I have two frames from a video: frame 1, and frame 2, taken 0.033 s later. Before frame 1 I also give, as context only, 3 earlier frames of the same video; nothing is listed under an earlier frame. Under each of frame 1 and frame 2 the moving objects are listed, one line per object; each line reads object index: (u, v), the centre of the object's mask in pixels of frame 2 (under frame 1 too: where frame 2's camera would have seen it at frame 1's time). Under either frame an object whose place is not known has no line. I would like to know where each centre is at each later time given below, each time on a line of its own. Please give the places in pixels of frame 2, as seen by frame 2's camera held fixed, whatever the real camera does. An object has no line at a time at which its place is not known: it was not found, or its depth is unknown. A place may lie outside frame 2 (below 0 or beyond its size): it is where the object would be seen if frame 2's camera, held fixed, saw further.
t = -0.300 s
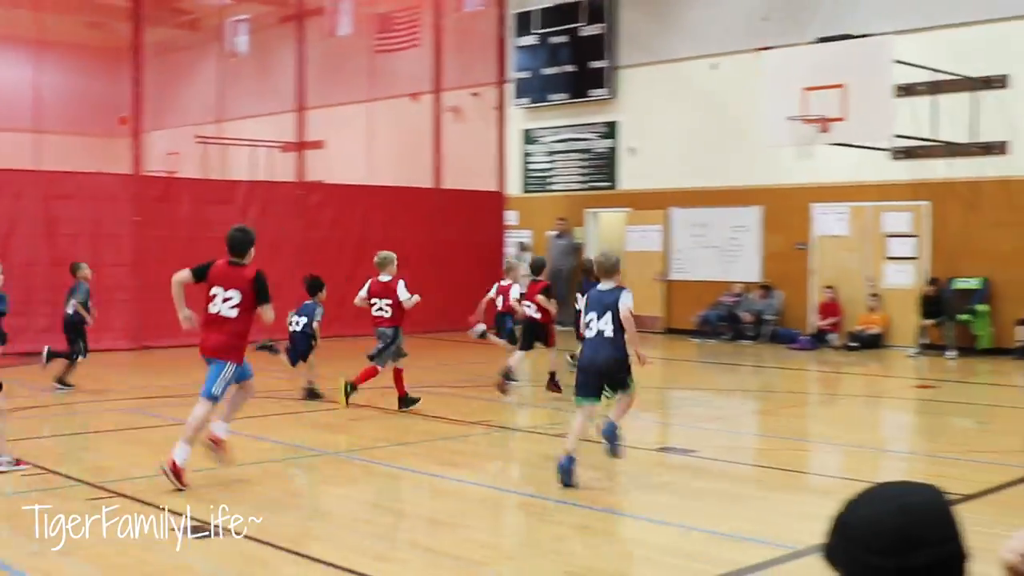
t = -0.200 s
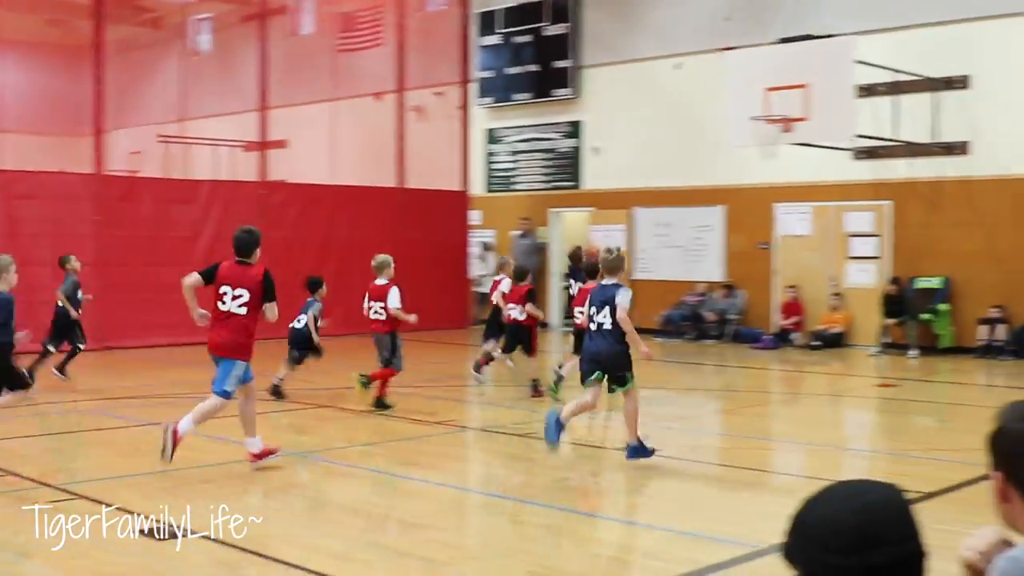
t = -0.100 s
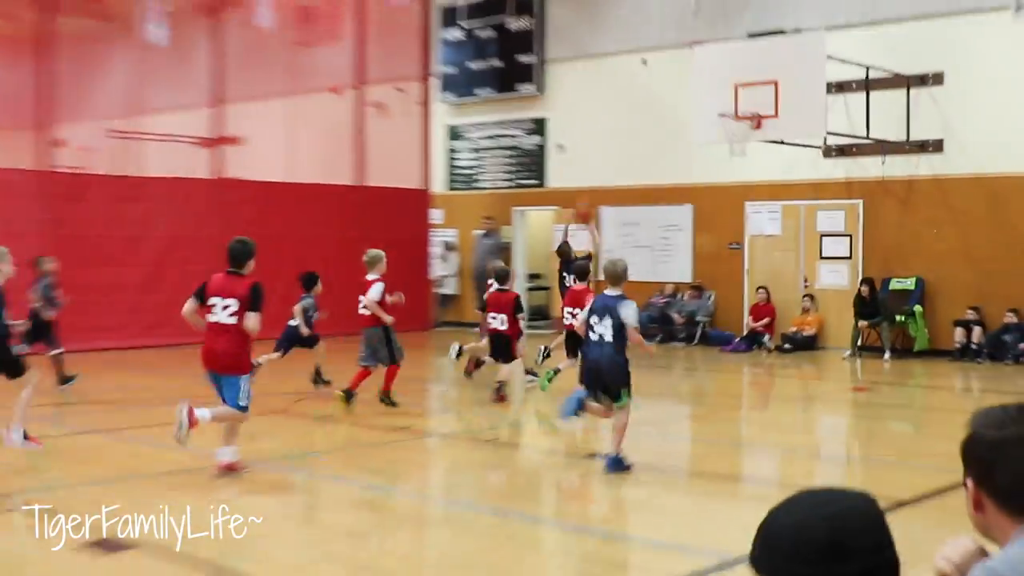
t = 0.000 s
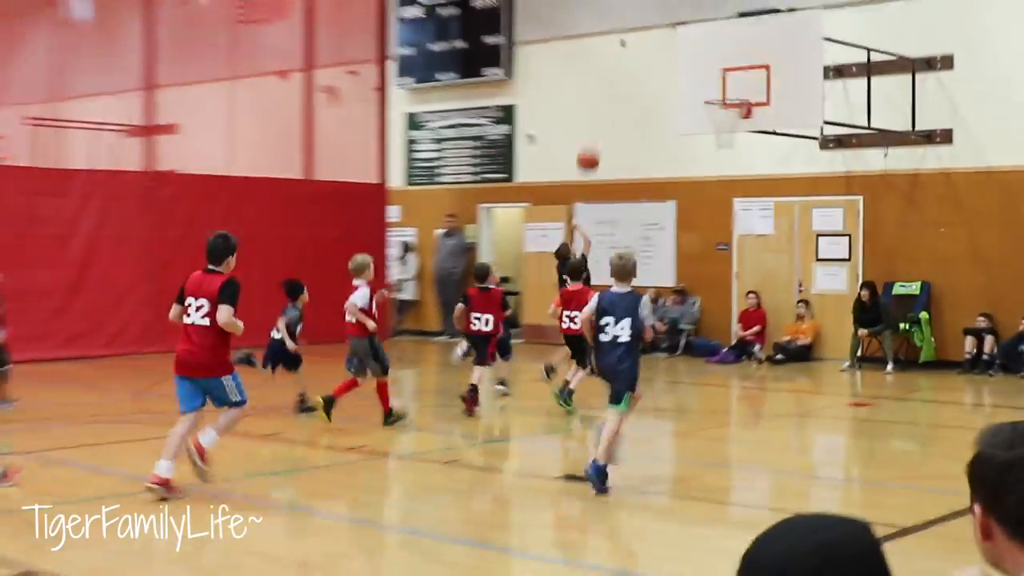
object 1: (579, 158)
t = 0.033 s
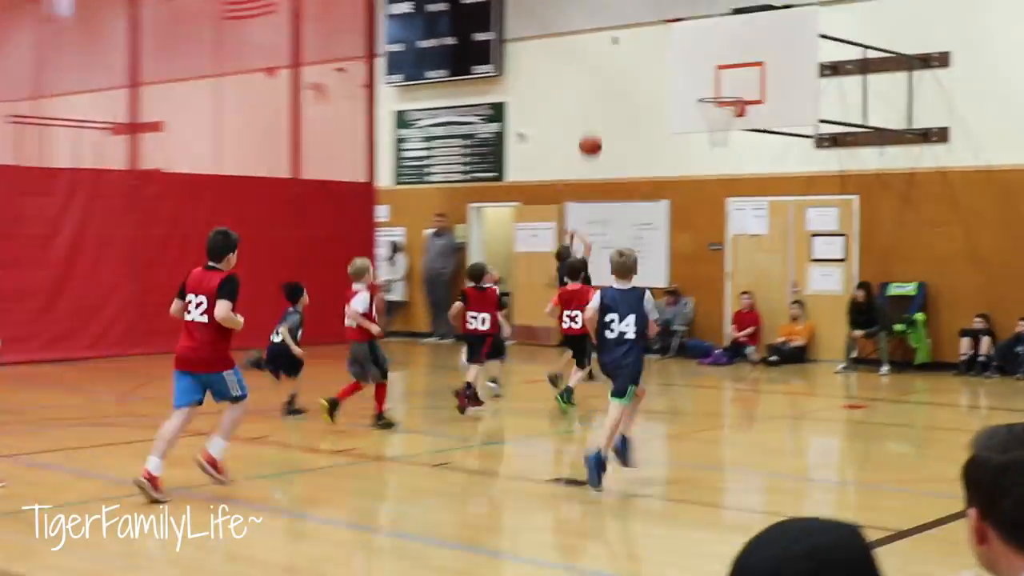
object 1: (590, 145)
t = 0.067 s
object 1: (601, 132)
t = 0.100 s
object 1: (611, 121)
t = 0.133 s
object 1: (621, 111)
